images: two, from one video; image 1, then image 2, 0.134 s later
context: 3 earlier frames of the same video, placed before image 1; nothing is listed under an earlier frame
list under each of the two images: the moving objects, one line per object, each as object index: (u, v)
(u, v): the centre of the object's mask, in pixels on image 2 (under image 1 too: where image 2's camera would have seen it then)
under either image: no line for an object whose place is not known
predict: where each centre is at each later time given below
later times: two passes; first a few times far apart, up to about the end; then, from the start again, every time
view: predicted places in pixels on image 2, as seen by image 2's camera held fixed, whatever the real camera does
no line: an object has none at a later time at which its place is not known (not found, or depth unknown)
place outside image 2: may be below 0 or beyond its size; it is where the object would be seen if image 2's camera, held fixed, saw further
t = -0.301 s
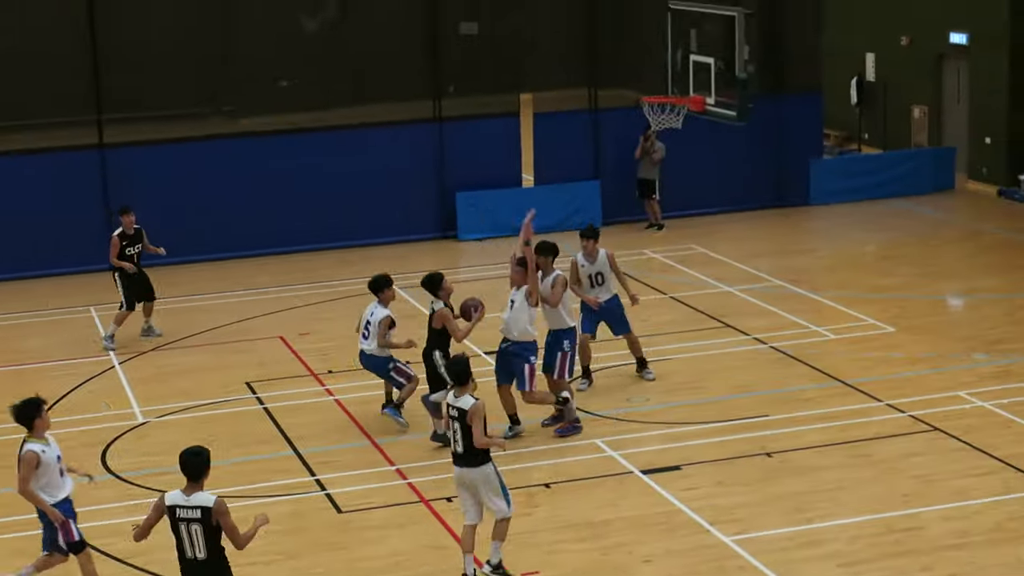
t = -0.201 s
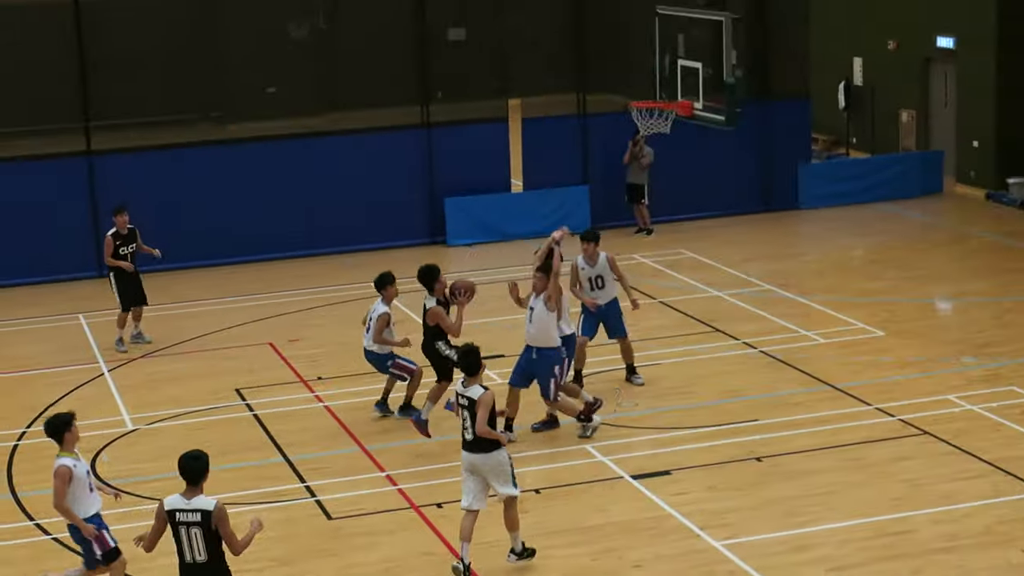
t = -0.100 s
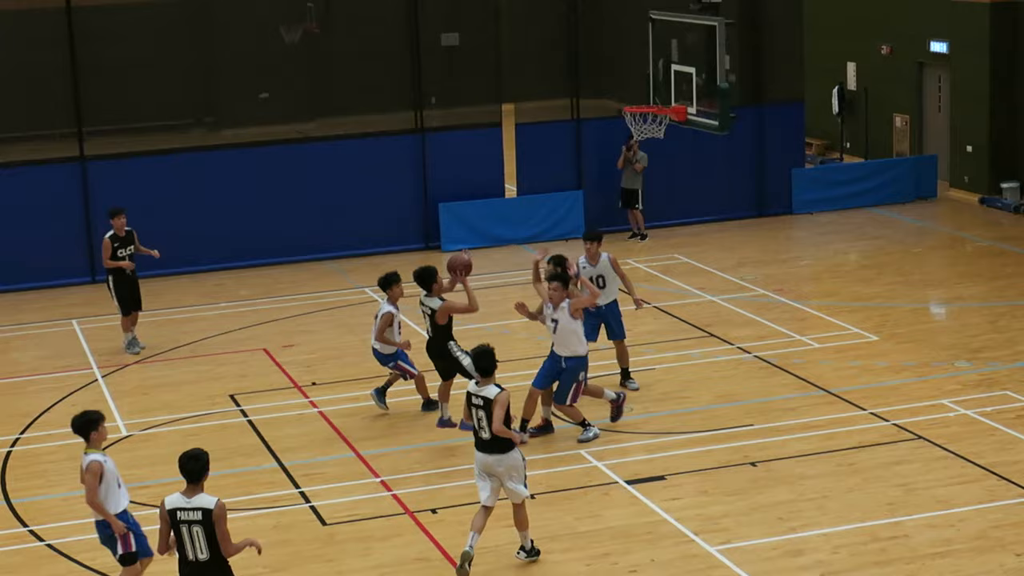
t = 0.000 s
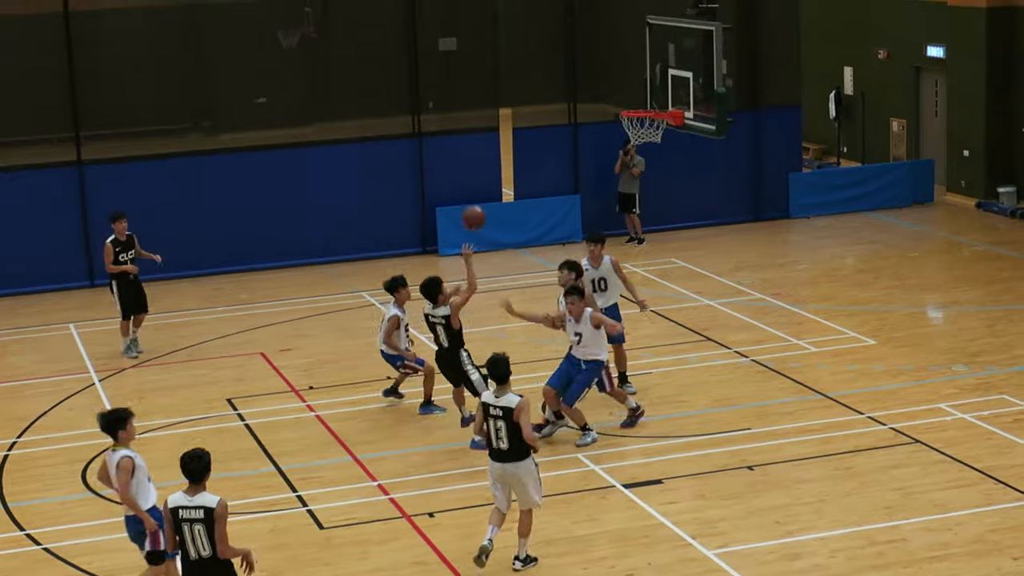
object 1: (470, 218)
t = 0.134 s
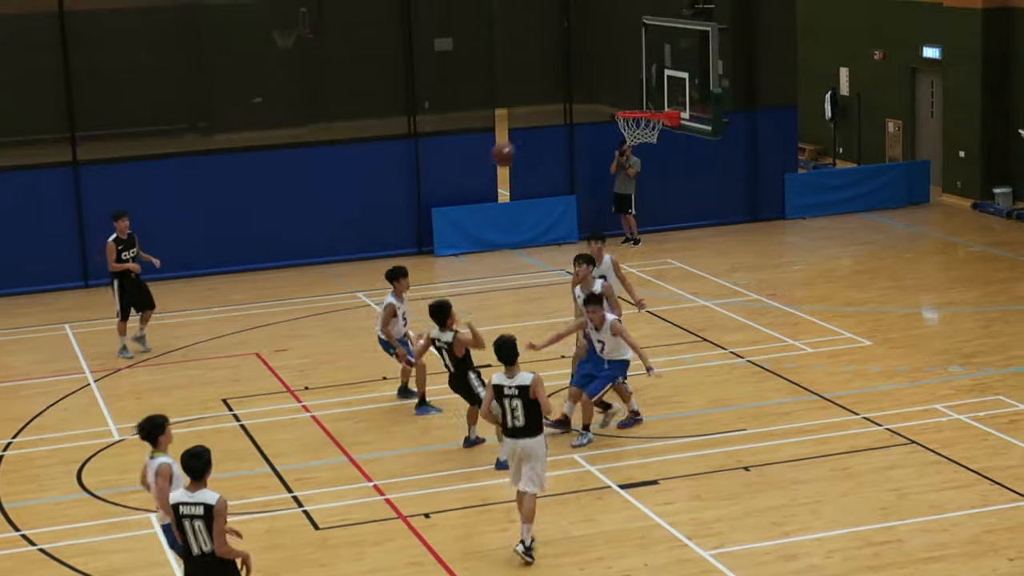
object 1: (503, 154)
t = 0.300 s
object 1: (546, 100)
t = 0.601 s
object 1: (620, 80)
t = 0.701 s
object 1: (642, 93)
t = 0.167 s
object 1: (512, 141)
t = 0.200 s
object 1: (520, 130)
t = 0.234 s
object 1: (528, 119)
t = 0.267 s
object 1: (537, 107)
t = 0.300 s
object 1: (546, 100)
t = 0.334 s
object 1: (553, 93)
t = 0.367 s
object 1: (562, 89)
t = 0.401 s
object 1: (572, 84)
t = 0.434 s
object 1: (579, 81)
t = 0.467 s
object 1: (587, 79)
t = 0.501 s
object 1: (595, 77)
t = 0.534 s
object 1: (603, 77)
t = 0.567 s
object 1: (611, 78)
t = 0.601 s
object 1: (620, 80)
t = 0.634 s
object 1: (627, 84)
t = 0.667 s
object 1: (634, 88)
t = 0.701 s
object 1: (642, 93)
